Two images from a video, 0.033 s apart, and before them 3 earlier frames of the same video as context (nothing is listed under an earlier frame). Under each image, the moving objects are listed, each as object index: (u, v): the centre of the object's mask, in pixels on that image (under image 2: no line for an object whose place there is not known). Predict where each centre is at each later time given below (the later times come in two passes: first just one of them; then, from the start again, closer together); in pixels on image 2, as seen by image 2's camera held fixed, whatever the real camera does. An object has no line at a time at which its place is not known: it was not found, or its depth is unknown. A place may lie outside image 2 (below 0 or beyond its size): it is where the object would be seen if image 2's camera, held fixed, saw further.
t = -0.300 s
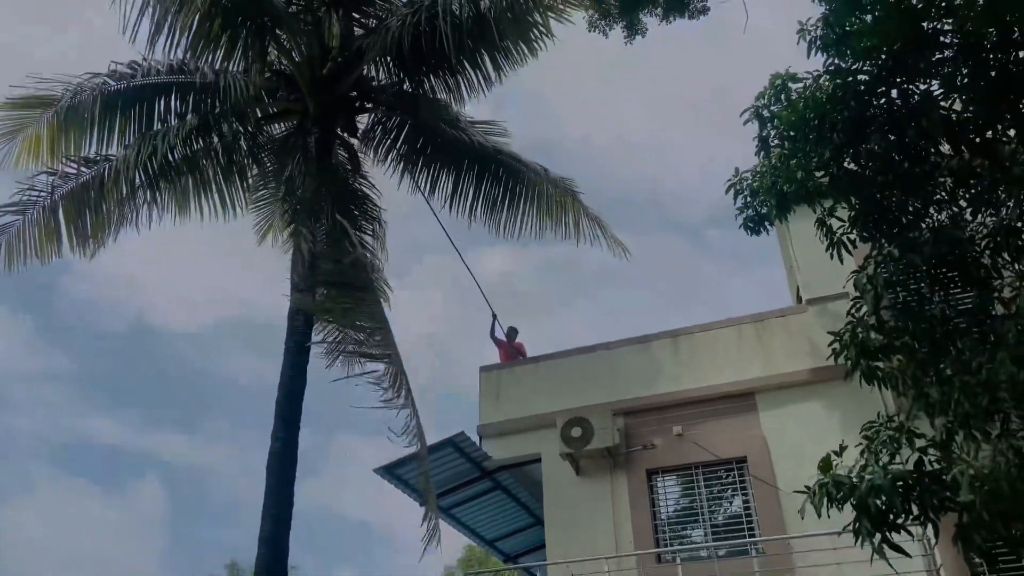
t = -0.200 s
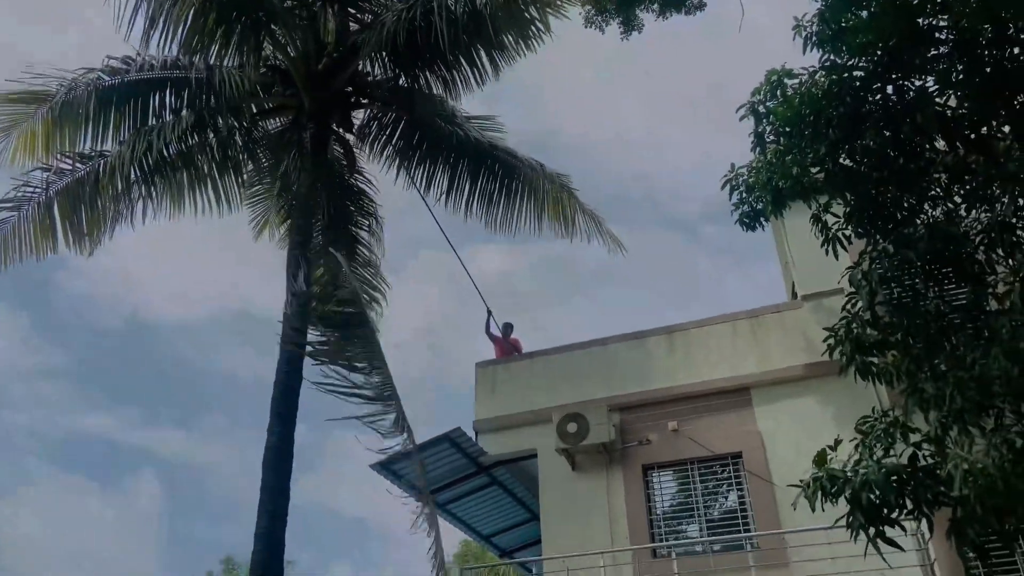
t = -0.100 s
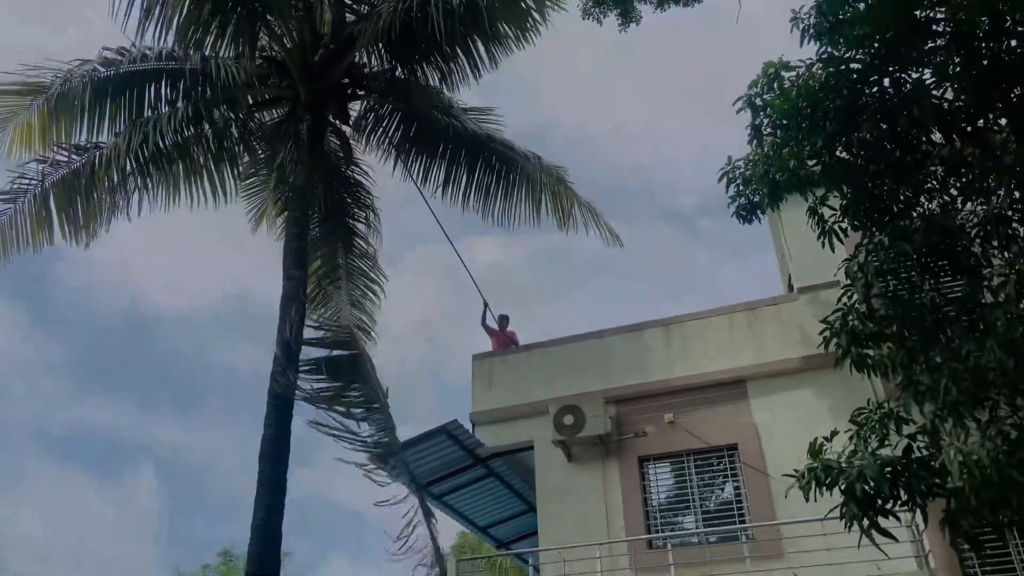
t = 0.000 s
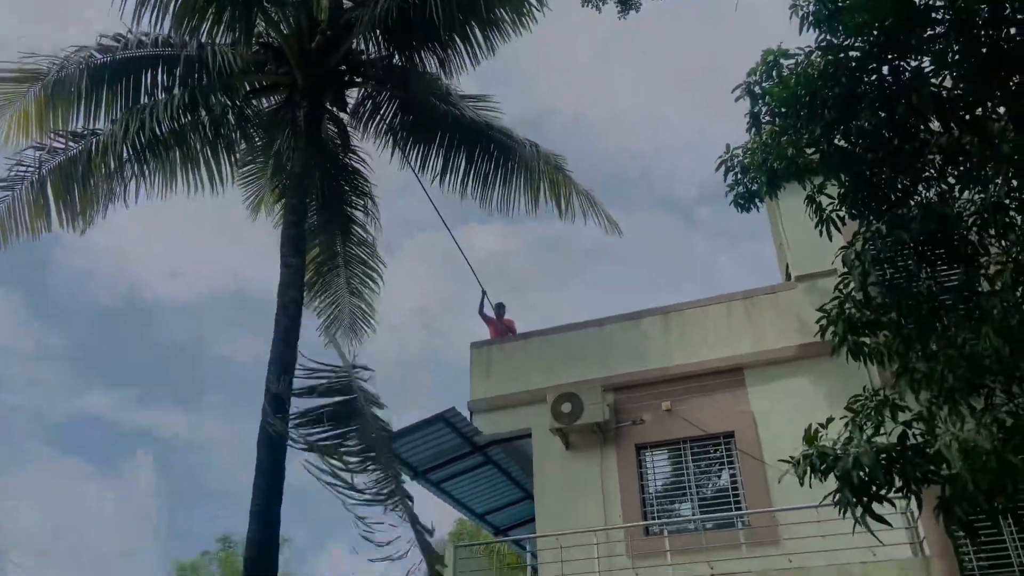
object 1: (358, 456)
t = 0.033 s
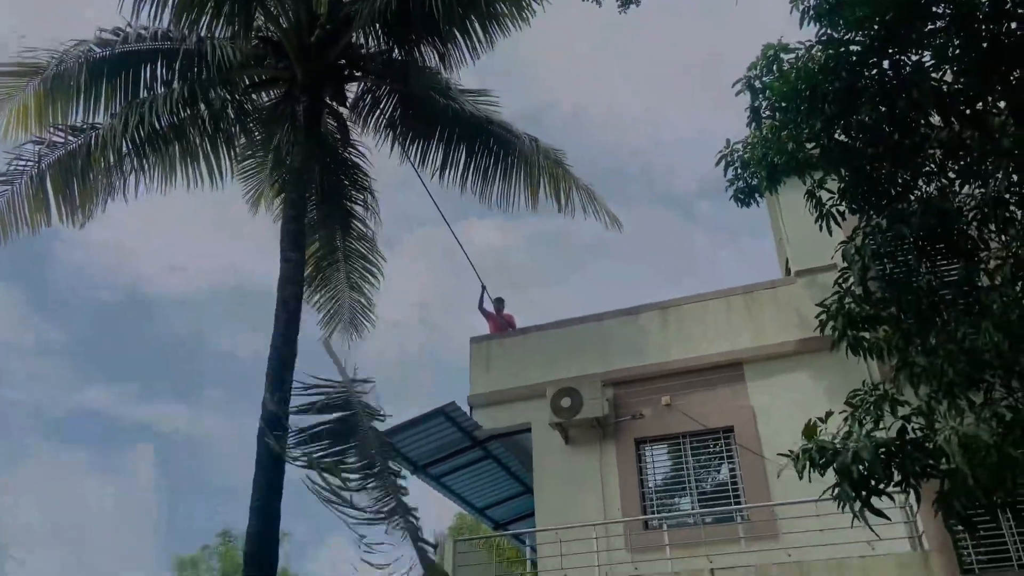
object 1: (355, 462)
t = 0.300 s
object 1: (359, 637)
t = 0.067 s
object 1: (355, 480)
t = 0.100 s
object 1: (355, 503)
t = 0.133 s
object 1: (355, 524)
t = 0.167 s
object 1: (353, 541)
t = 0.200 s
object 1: (354, 560)
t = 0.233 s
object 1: (355, 583)
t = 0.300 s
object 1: (359, 637)
